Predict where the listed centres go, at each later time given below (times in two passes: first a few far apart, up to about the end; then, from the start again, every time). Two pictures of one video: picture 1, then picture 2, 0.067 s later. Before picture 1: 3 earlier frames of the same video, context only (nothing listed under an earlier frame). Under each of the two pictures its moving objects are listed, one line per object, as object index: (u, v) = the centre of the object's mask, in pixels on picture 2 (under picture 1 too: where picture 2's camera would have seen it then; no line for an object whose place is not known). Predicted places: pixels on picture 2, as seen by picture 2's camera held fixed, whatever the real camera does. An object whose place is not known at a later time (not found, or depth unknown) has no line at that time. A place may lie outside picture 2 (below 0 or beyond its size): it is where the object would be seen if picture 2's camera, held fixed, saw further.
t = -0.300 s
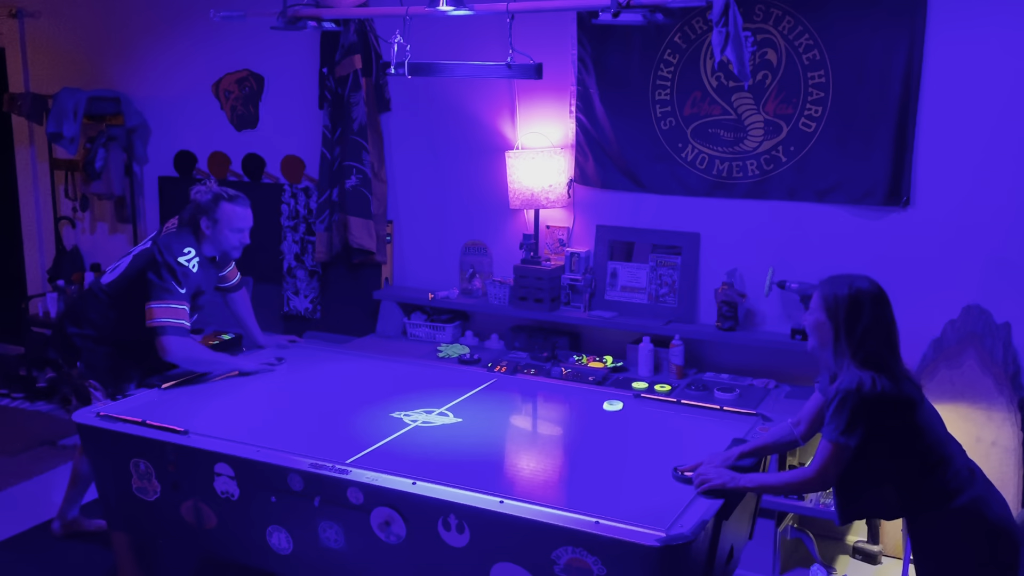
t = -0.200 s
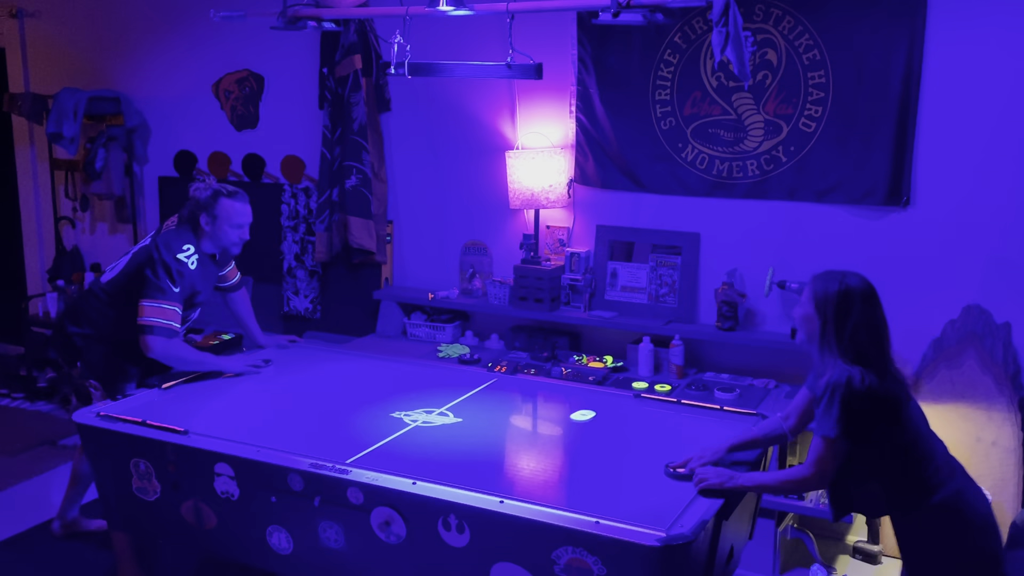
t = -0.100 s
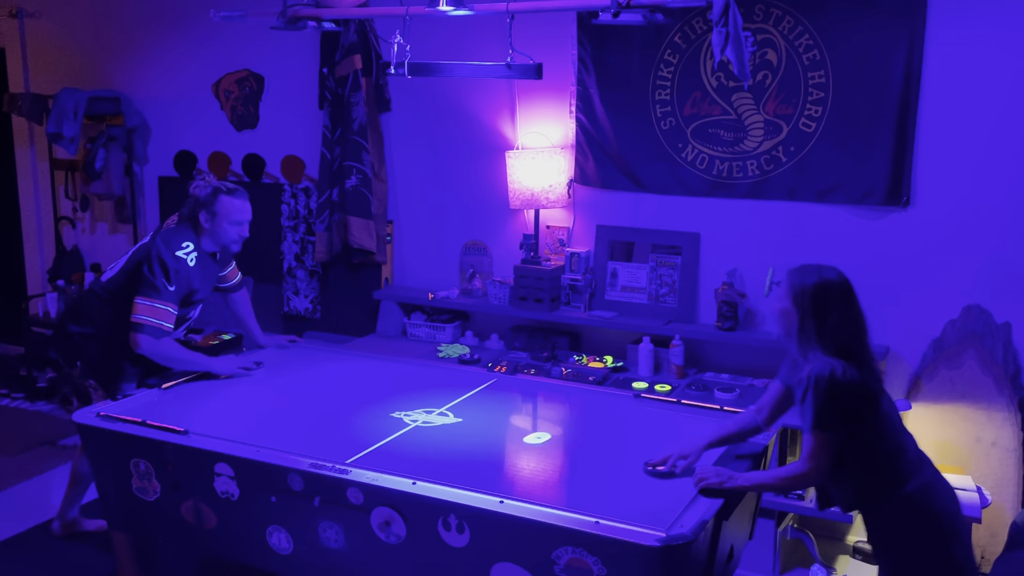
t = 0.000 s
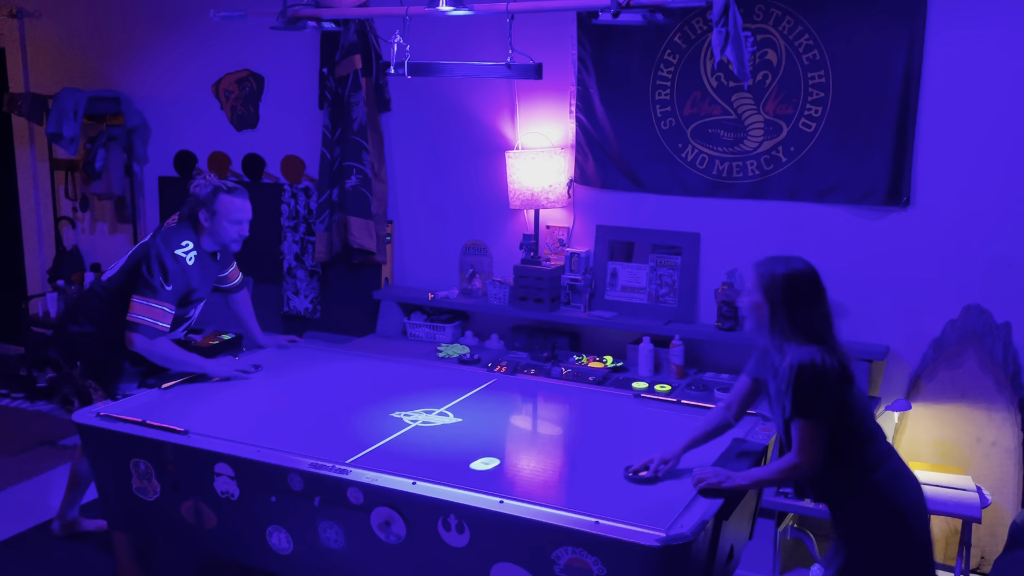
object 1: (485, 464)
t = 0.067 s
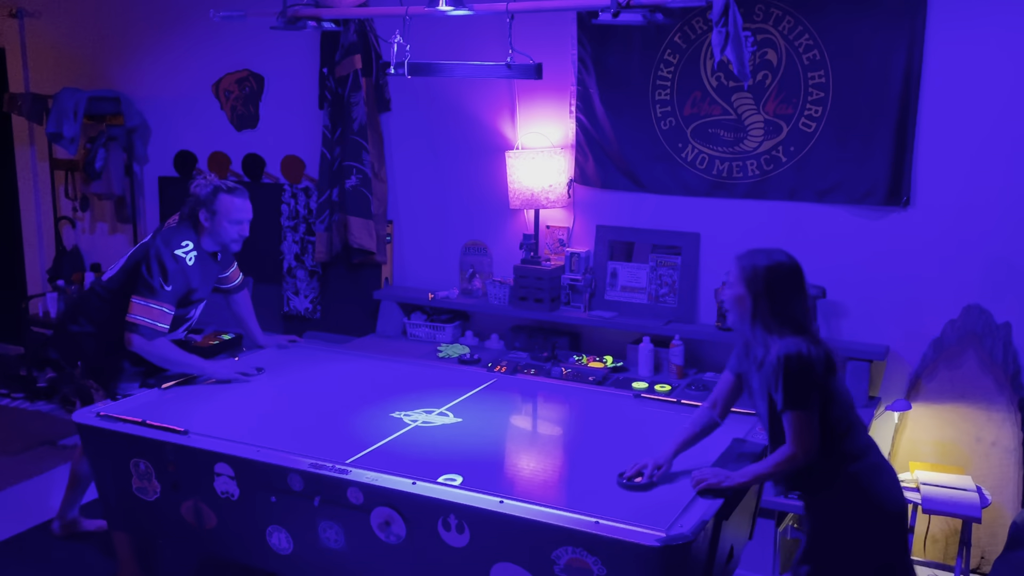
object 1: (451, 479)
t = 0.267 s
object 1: (503, 427)
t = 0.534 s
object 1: (521, 402)
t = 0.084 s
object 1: (454, 476)
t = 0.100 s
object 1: (459, 471)
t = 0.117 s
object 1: (464, 466)
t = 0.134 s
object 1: (469, 461)
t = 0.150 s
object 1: (473, 457)
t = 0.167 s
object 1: (478, 452)
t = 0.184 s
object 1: (483, 448)
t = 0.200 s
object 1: (487, 444)
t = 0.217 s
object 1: (491, 439)
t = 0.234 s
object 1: (495, 435)
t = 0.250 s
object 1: (499, 431)
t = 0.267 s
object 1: (503, 427)
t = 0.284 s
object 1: (507, 424)
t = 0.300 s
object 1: (511, 419)
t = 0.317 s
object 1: (515, 415)
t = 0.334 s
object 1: (518, 412)
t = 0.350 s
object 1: (522, 409)
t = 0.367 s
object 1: (525, 405)
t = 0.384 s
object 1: (529, 402)
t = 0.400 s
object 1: (533, 398)
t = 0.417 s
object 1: (535, 395)
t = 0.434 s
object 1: (538, 392)
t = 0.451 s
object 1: (542, 388)
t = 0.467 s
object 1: (538, 391)
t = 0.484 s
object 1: (534, 394)
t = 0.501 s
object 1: (530, 396)
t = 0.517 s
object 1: (526, 399)
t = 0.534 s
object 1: (521, 402)
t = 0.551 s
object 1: (517, 405)
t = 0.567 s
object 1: (512, 408)
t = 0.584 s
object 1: (508, 410)
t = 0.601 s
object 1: (503, 413)
